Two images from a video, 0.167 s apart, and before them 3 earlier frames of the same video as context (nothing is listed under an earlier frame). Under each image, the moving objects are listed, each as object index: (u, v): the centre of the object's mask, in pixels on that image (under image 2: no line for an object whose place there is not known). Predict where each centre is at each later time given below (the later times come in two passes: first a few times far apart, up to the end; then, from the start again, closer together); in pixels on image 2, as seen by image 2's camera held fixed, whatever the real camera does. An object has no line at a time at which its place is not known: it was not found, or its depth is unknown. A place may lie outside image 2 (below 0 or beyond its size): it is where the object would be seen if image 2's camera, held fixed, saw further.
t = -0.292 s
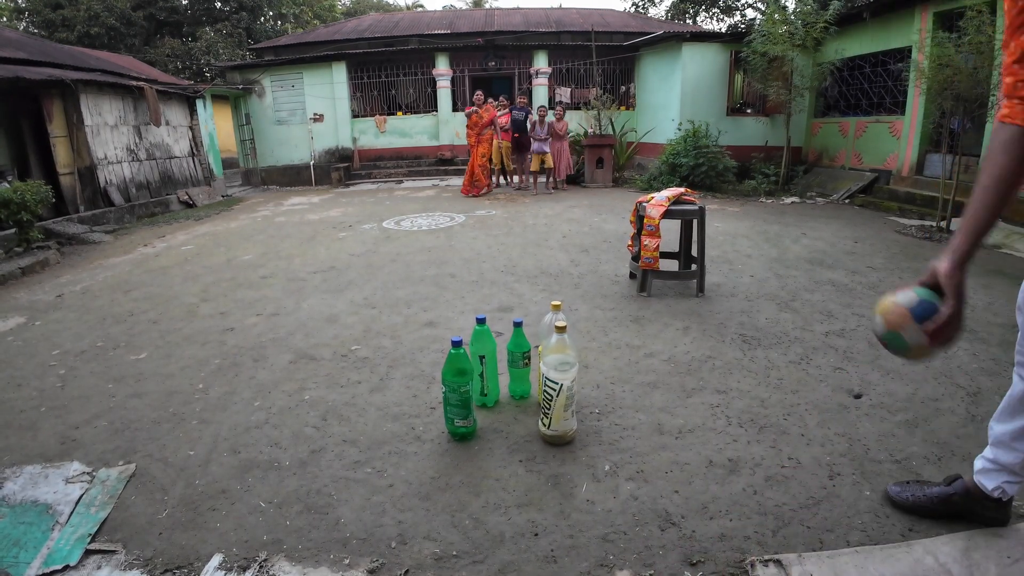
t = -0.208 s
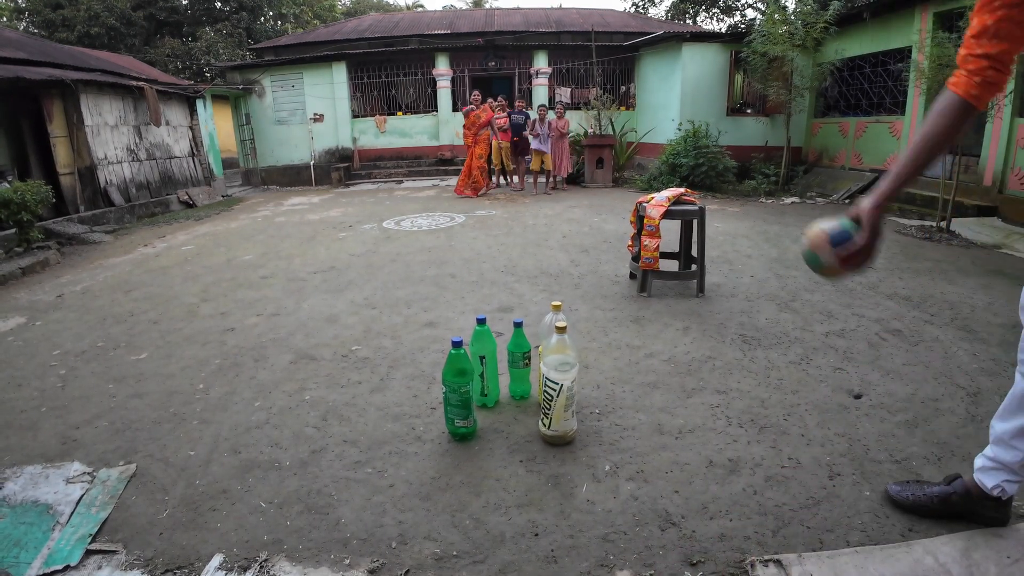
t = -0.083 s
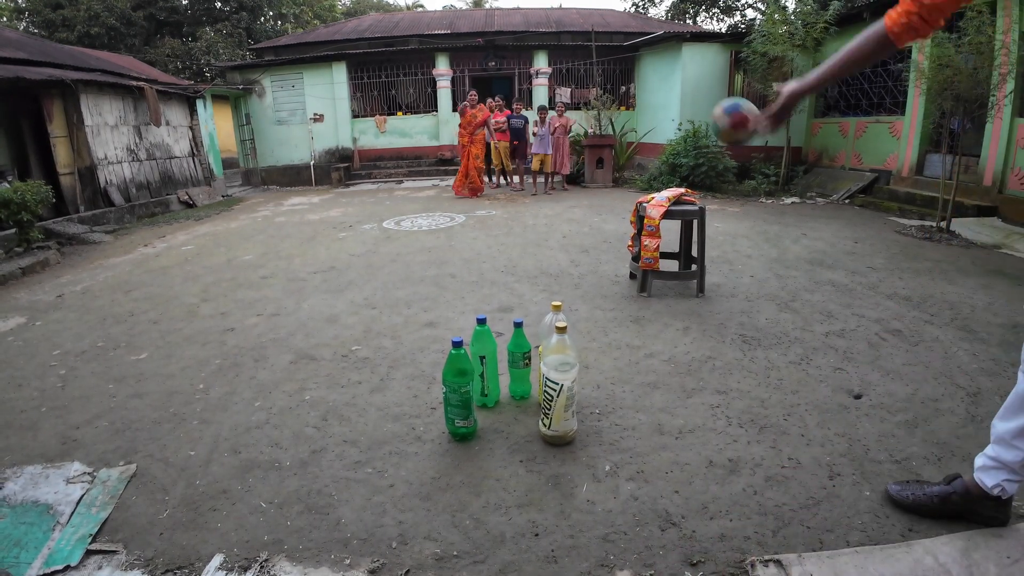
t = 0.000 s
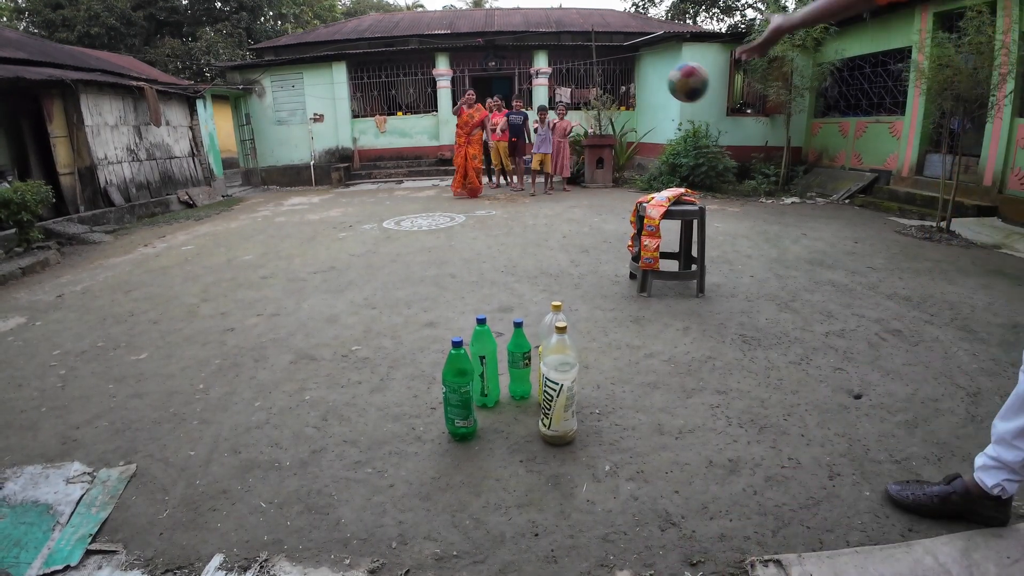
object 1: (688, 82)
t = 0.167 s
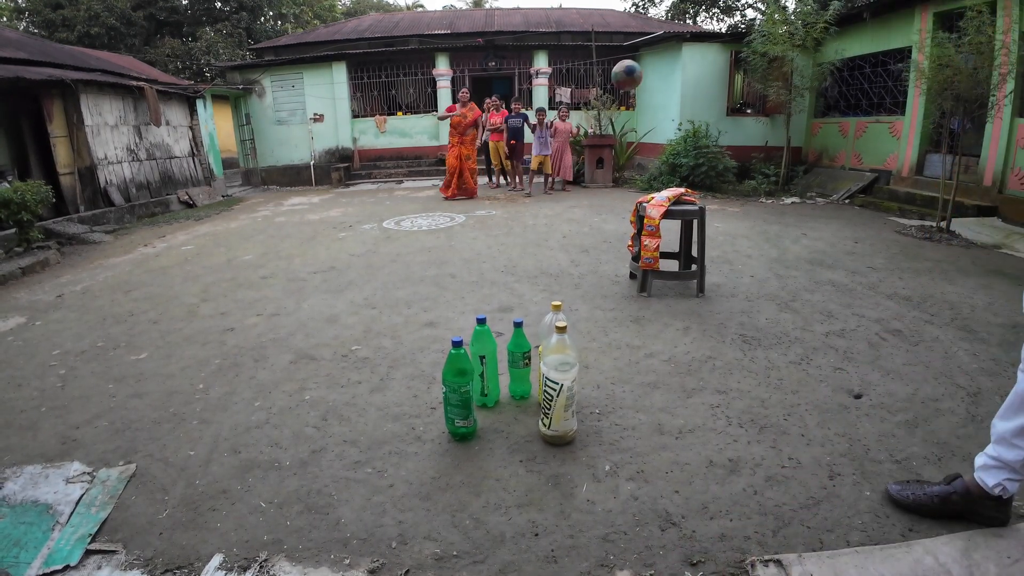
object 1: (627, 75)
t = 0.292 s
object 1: (598, 104)
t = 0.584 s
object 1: (558, 219)
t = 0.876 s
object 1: (551, 197)
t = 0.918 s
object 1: (550, 199)
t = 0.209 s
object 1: (616, 82)
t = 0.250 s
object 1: (606, 92)
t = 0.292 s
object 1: (598, 104)
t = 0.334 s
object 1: (589, 118)
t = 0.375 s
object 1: (583, 132)
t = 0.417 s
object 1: (577, 147)
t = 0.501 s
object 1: (566, 182)
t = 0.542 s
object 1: (562, 200)
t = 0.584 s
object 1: (558, 219)
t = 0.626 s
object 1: (555, 226)
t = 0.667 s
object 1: (554, 216)
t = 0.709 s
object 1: (554, 208)
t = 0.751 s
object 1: (553, 202)
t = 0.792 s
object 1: (552, 198)
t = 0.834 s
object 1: (552, 196)
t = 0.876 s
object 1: (551, 197)
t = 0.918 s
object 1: (550, 199)
